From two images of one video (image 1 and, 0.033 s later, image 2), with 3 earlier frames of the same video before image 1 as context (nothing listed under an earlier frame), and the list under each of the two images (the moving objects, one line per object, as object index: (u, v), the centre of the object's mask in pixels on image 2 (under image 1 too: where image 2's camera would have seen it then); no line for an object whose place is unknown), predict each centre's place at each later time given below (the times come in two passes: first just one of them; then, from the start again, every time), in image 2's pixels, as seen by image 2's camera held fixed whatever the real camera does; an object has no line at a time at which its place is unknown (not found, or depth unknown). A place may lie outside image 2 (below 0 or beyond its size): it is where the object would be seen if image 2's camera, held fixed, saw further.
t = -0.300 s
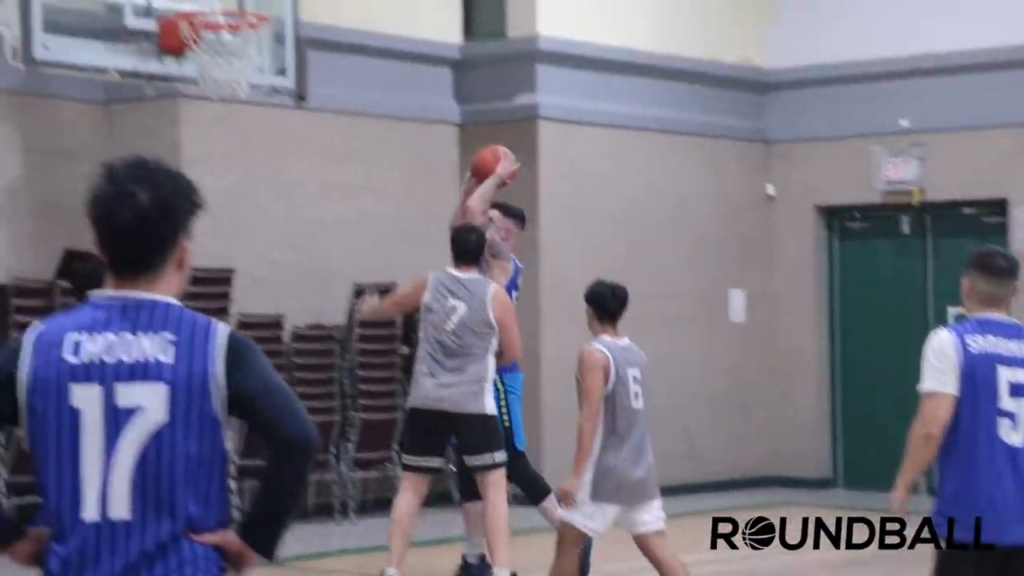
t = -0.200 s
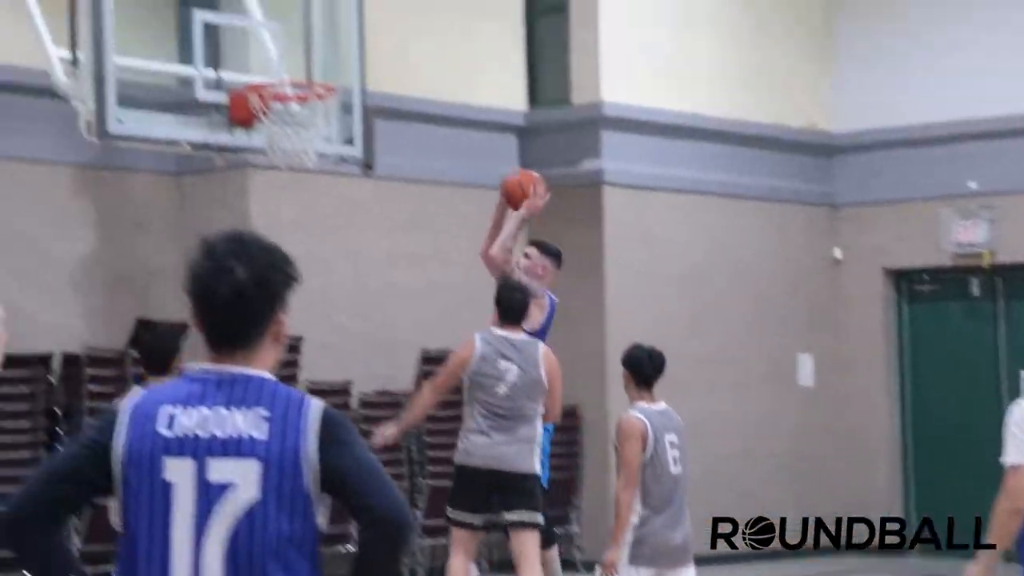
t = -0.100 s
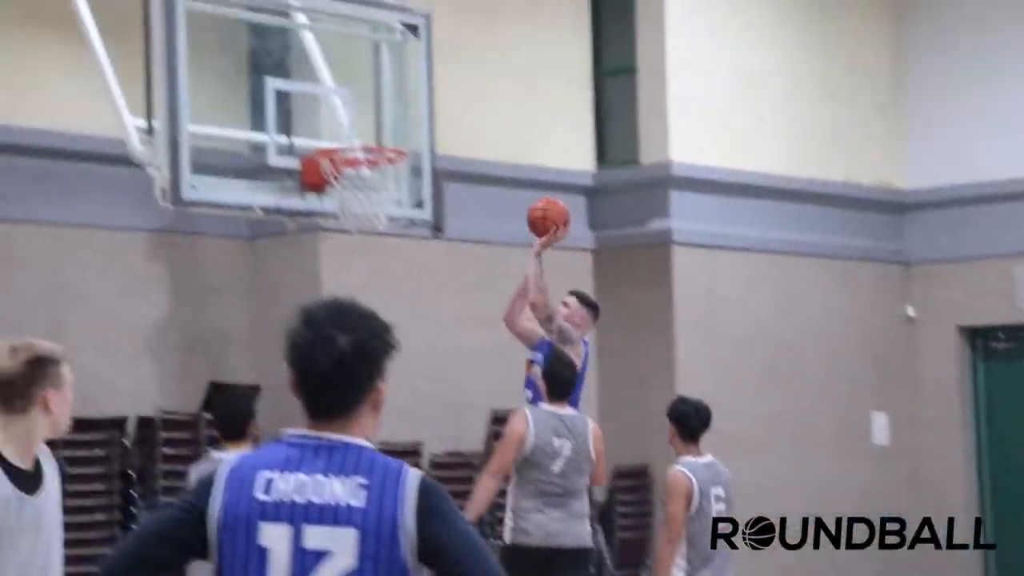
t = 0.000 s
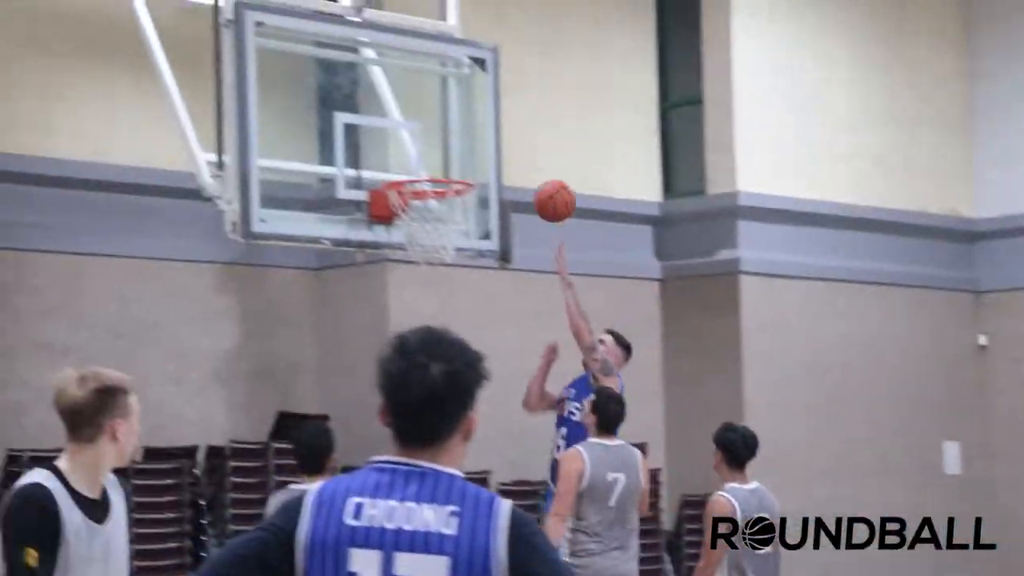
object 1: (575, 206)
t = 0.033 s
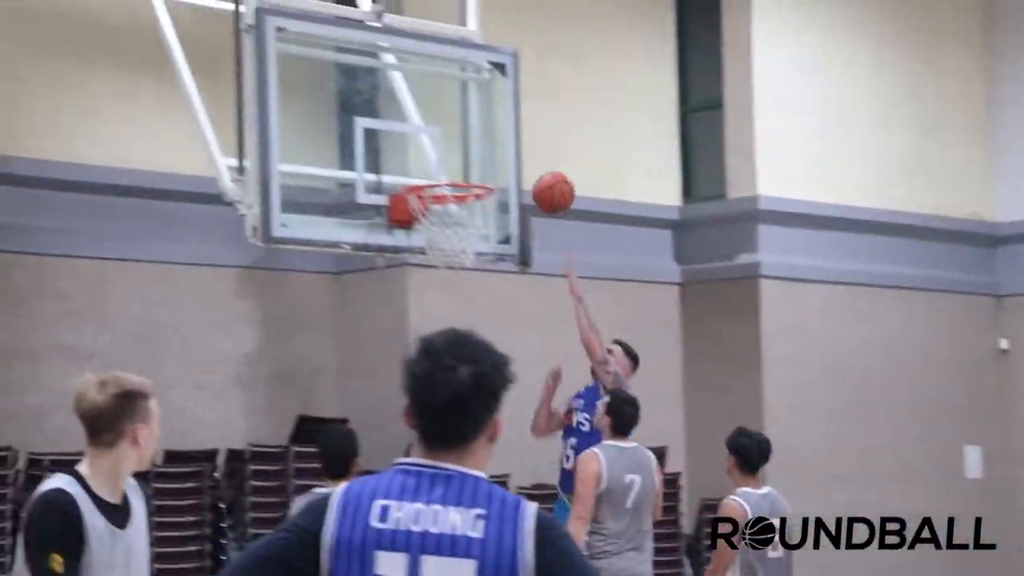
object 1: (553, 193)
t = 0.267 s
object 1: (457, 160)
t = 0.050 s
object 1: (543, 188)
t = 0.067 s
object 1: (533, 182)
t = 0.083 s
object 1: (522, 177)
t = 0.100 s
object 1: (512, 174)
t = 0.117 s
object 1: (501, 170)
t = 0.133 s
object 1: (491, 166)
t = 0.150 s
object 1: (481, 164)
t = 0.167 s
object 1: (470, 161)
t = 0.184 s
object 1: (459, 160)
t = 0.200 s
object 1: (457, 159)
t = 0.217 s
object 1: (457, 159)
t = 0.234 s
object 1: (457, 158)
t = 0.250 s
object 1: (457, 159)
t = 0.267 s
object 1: (457, 160)
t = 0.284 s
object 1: (457, 161)
